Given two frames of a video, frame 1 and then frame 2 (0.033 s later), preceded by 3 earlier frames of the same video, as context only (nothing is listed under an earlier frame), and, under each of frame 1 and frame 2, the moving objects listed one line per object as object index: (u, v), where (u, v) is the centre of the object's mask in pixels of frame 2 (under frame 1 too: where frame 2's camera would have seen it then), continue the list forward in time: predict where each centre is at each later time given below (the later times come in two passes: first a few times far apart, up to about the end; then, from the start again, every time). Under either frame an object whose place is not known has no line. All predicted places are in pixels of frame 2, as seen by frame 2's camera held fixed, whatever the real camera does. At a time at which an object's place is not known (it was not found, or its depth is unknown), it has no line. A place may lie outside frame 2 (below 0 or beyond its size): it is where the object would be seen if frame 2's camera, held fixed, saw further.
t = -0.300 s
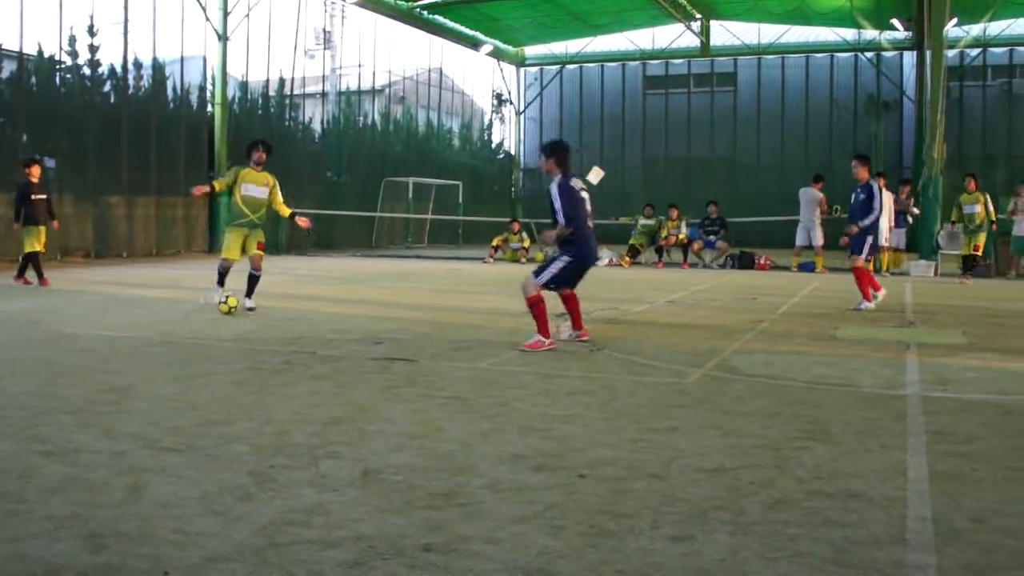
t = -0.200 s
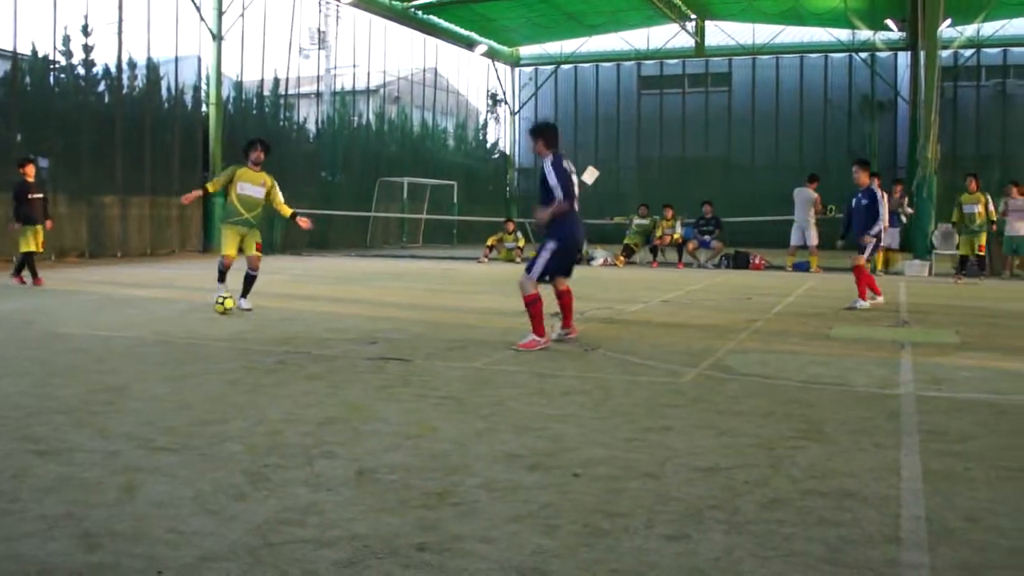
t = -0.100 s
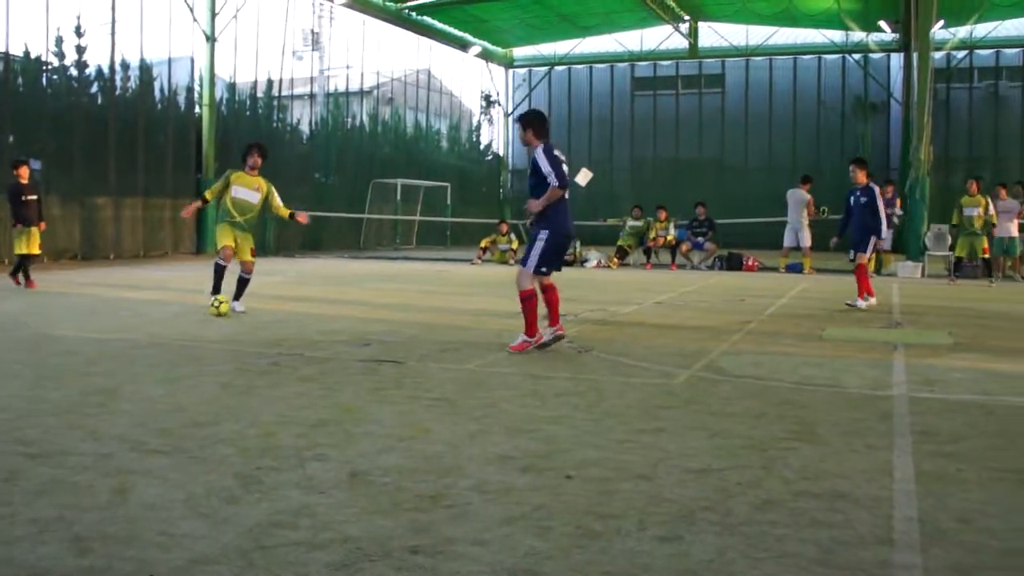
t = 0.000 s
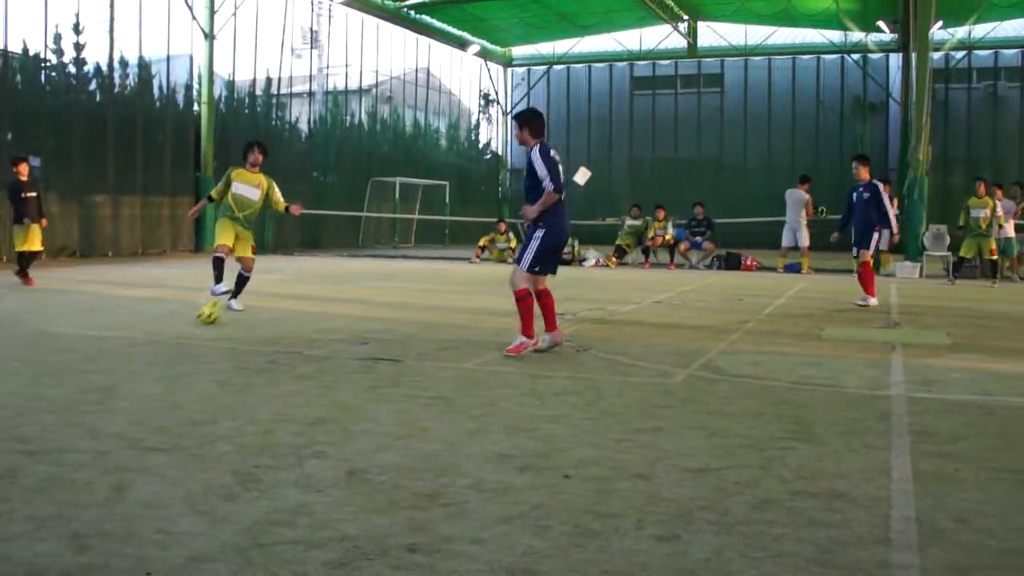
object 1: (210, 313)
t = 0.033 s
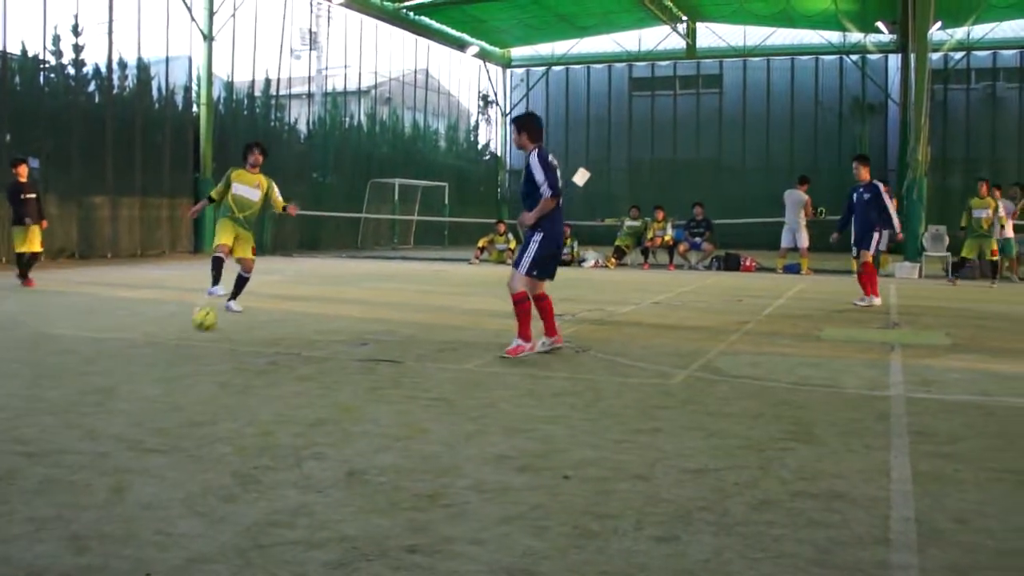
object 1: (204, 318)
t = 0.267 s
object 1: (174, 351)
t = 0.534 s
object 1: (127, 404)
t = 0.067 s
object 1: (201, 321)
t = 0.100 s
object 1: (196, 325)
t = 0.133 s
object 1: (193, 330)
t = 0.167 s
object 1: (189, 335)
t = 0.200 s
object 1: (183, 341)
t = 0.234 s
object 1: (179, 346)
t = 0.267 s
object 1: (174, 351)
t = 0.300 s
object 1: (169, 356)
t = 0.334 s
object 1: (164, 362)
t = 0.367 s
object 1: (158, 369)
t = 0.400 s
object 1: (153, 375)
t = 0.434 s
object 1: (148, 381)
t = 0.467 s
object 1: (140, 389)
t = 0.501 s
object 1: (134, 398)
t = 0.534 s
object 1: (127, 404)
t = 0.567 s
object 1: (121, 414)
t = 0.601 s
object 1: (111, 424)
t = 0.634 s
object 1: (104, 434)
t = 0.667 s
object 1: (97, 444)
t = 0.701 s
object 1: (87, 456)
